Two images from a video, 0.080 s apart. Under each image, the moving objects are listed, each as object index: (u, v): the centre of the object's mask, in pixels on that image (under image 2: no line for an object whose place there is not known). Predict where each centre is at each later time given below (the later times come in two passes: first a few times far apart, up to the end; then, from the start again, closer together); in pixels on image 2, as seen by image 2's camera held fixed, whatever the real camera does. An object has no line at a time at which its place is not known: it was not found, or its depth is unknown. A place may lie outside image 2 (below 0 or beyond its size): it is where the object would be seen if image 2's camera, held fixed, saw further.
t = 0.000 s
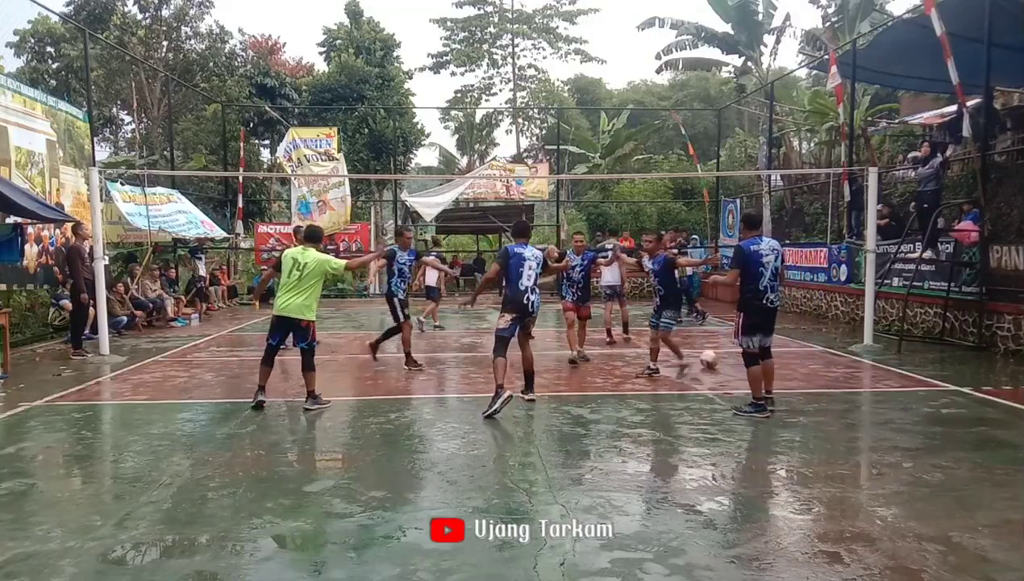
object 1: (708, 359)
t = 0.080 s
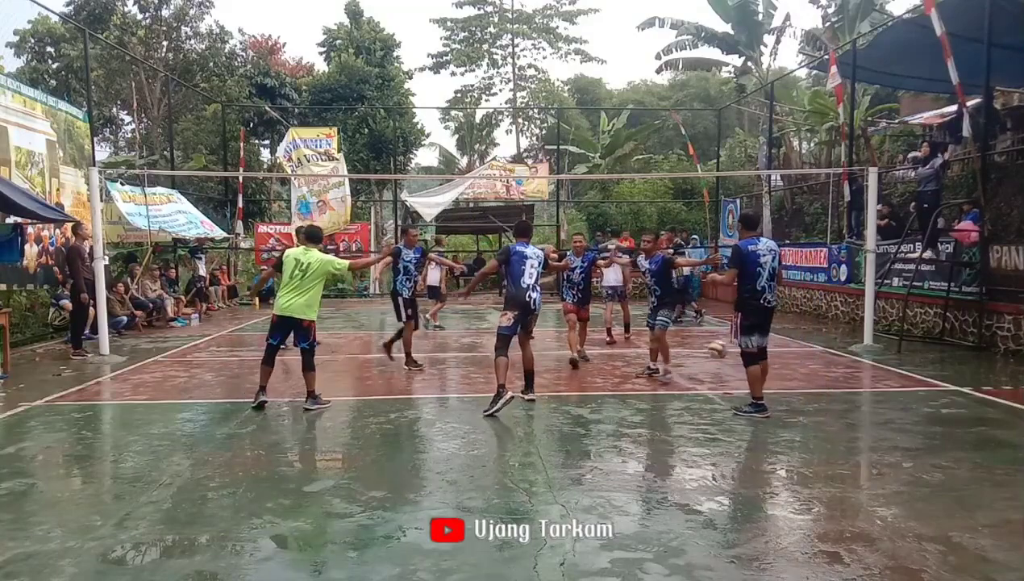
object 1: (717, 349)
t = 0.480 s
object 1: (776, 372)
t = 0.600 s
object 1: (792, 378)
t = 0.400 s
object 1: (764, 357)
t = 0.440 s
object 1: (770, 364)
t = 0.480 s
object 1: (776, 372)
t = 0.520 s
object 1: (781, 383)
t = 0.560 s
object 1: (786, 382)
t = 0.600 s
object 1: (792, 378)
